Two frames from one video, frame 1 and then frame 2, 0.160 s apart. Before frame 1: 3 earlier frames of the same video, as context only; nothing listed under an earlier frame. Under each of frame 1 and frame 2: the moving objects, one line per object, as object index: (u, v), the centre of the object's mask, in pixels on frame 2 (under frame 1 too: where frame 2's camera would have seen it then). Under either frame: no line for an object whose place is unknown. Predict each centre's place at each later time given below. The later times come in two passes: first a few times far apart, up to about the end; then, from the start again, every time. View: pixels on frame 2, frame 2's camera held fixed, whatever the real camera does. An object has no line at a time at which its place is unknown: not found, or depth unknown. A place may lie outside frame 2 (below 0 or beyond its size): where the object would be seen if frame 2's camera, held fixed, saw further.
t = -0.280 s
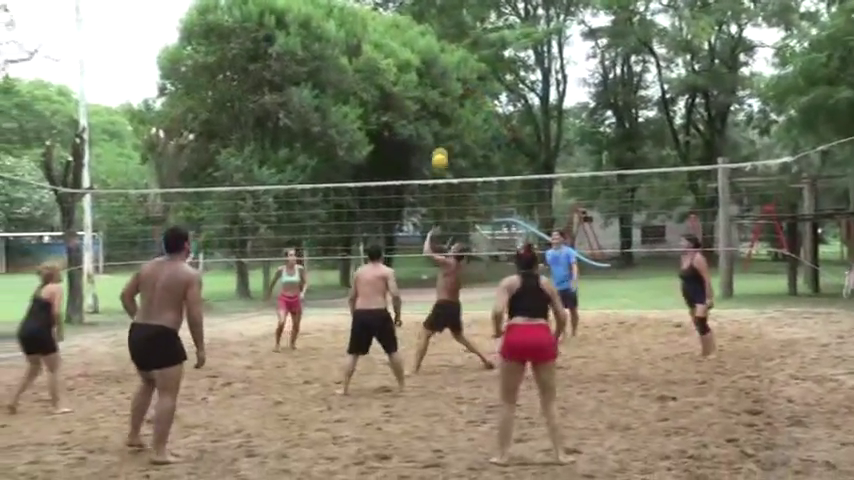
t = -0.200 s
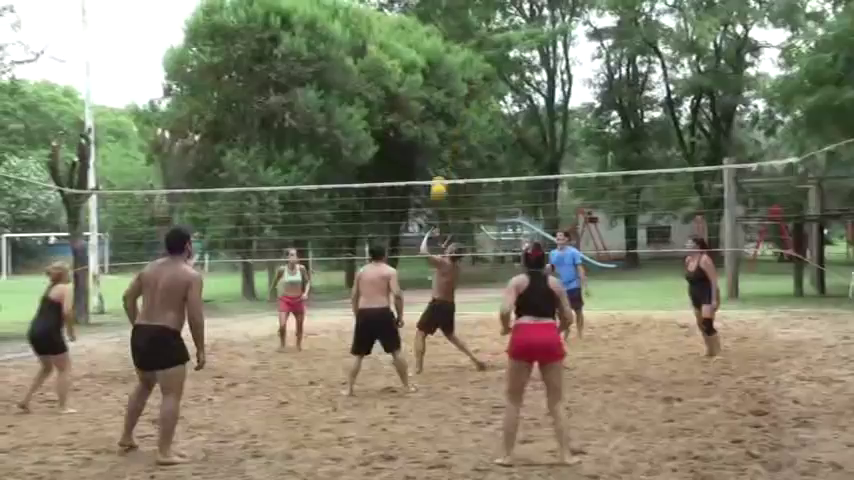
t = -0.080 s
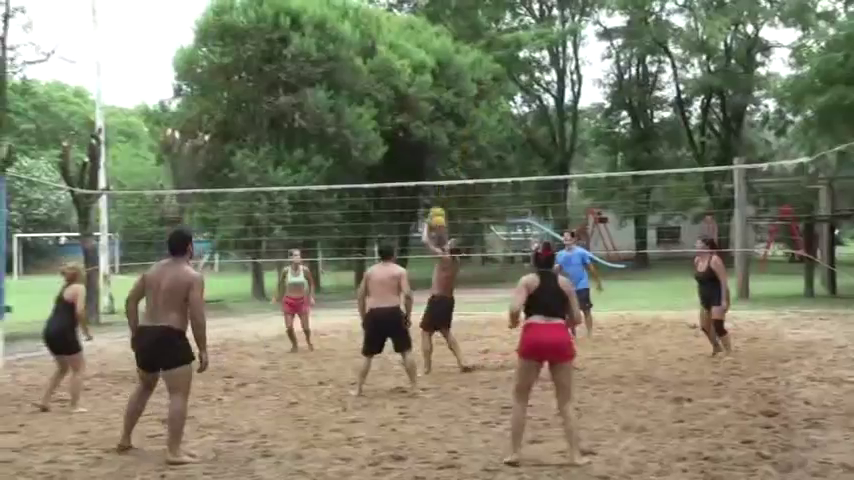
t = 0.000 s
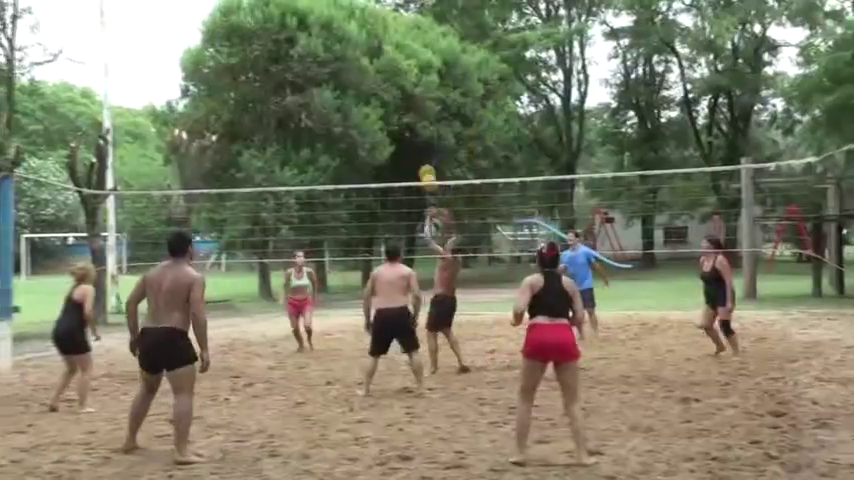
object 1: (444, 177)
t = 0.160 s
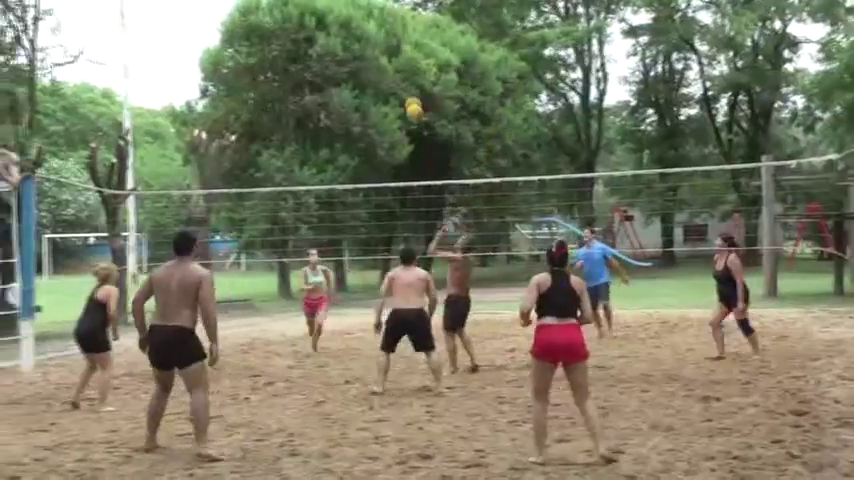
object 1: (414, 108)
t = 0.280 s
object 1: (392, 72)
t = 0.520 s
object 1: (356, 38)
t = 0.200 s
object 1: (406, 93)
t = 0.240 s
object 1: (399, 84)
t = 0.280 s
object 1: (392, 72)
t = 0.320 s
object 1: (386, 63)
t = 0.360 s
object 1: (379, 56)
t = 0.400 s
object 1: (373, 50)
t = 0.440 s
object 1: (367, 44)
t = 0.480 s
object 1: (362, 40)
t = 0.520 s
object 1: (356, 38)
